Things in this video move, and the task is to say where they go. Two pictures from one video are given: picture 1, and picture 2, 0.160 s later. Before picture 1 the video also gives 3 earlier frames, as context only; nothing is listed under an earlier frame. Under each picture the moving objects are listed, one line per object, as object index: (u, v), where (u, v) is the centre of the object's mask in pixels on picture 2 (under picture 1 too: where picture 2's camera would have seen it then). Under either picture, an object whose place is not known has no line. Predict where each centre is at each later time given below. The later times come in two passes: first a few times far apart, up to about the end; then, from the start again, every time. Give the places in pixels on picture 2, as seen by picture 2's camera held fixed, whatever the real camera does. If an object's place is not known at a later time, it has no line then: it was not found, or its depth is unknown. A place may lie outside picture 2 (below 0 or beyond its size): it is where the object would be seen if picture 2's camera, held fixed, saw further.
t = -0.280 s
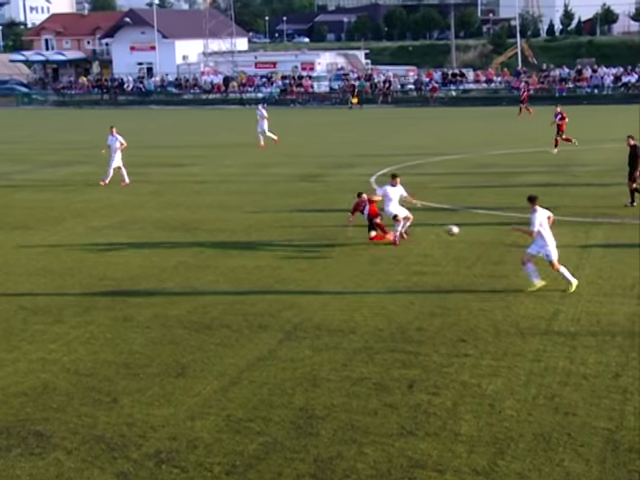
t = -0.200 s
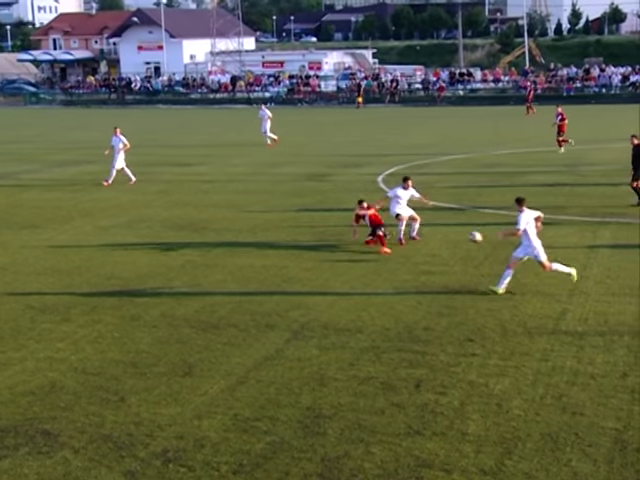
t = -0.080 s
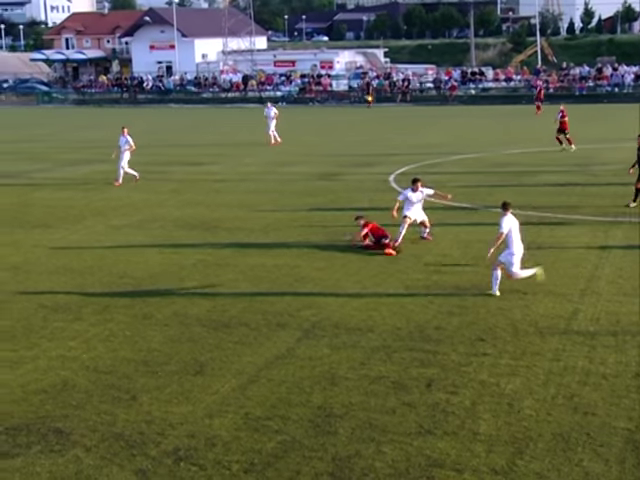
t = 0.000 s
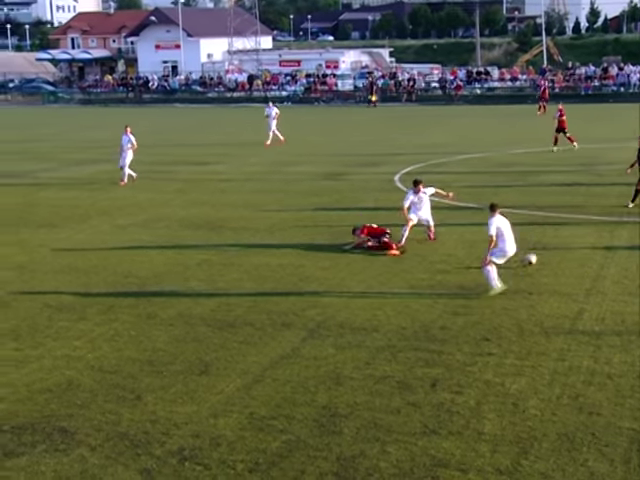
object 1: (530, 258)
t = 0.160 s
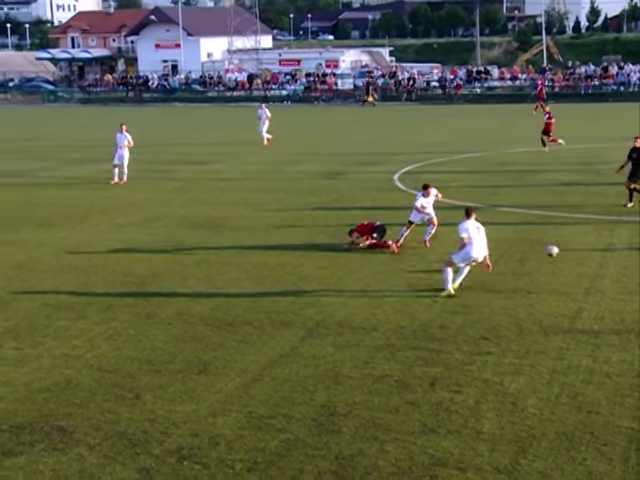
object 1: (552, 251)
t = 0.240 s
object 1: (563, 251)
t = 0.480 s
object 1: (597, 273)
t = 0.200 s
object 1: (557, 250)
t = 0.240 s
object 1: (563, 251)
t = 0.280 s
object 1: (568, 252)
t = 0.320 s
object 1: (574, 256)
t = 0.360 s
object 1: (580, 259)
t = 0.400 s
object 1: (586, 263)
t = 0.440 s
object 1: (591, 268)
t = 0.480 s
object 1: (597, 273)
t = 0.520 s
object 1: (602, 270)
